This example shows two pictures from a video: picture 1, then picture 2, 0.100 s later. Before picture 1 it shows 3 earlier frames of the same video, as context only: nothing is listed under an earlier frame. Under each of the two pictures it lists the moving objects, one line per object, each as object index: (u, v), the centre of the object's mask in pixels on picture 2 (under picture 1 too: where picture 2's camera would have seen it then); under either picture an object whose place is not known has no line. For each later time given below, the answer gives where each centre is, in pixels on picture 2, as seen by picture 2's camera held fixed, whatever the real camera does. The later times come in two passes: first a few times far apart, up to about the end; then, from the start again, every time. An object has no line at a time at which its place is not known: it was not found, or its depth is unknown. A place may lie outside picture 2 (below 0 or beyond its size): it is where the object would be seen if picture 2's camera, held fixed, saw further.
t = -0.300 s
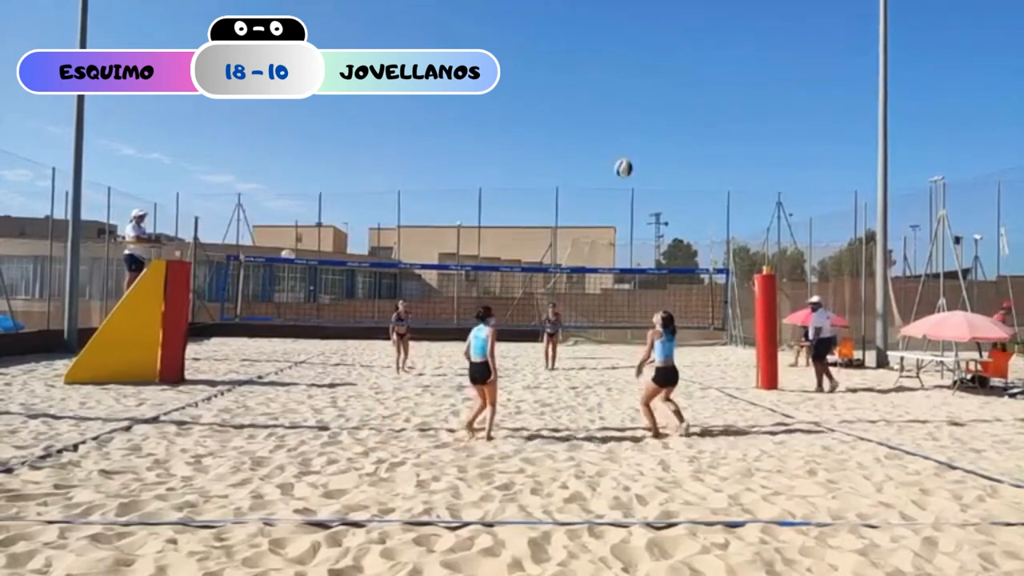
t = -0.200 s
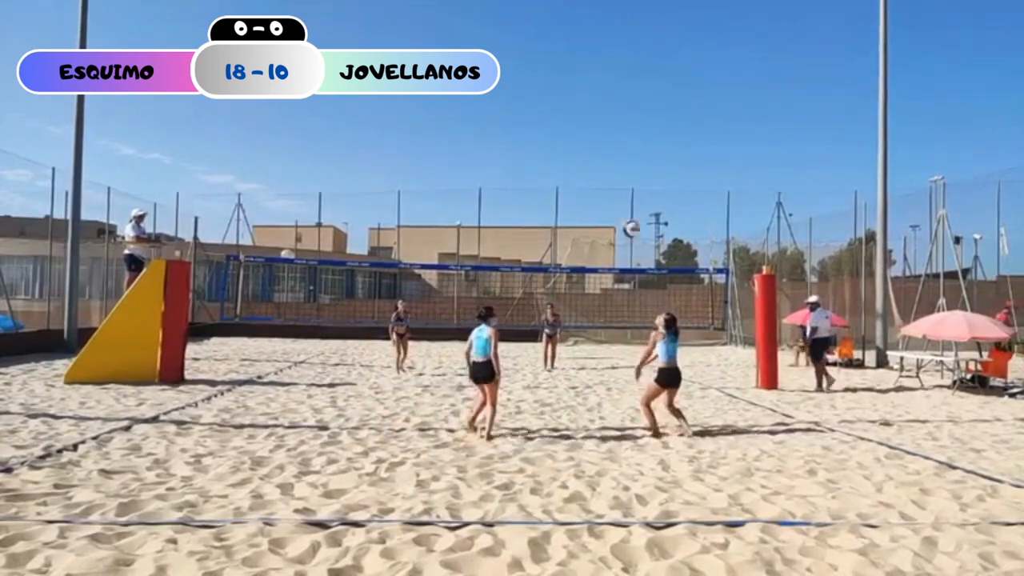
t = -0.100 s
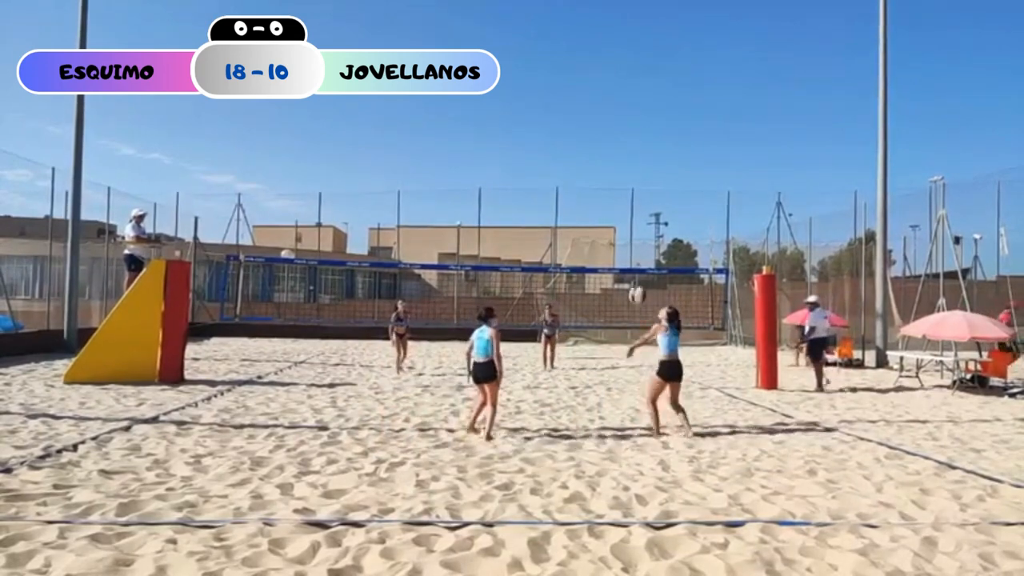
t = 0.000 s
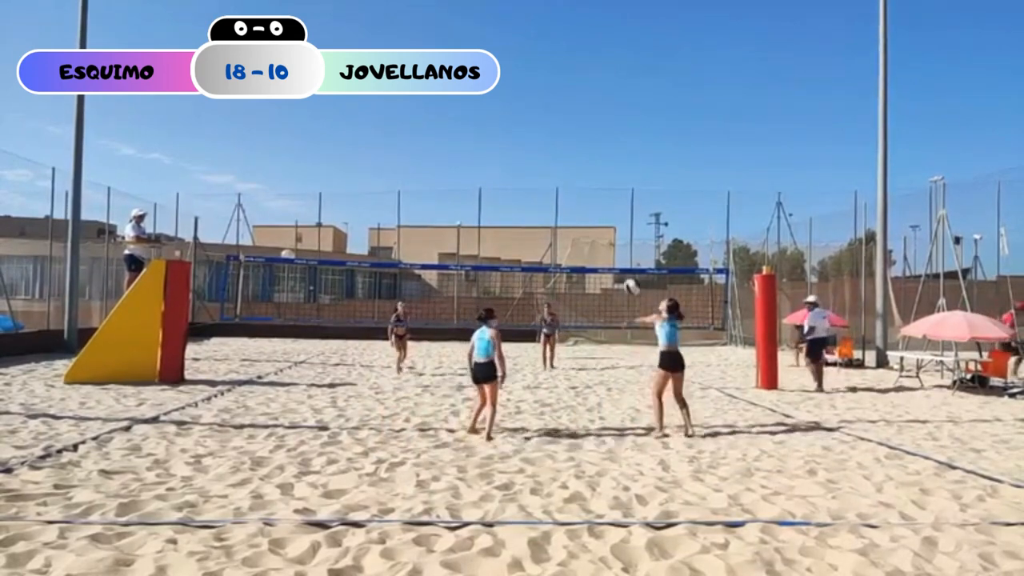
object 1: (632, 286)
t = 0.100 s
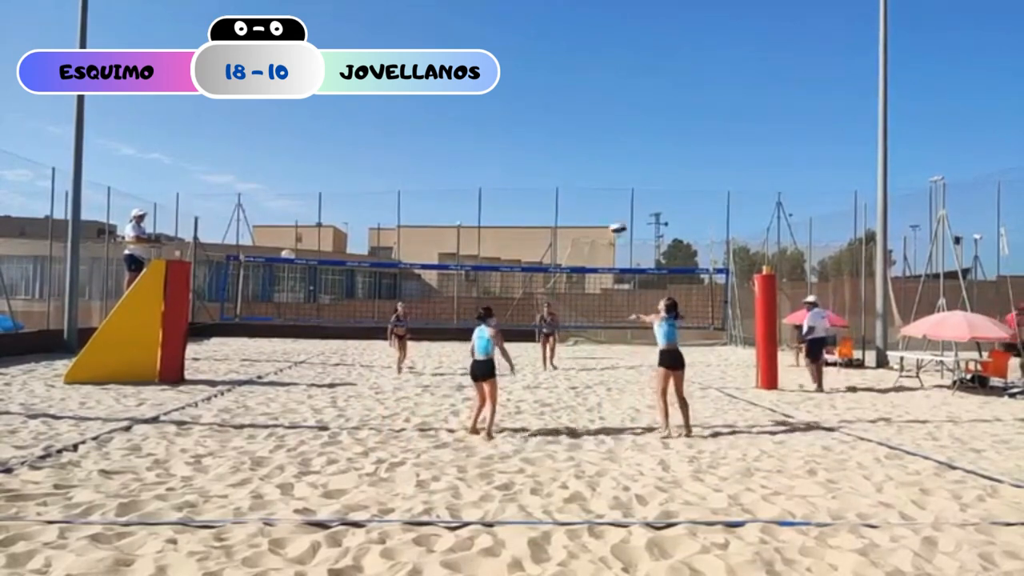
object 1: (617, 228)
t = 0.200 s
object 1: (604, 182)
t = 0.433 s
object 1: (575, 109)
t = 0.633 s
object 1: (553, 81)
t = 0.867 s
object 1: (528, 85)
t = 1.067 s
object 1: (509, 118)
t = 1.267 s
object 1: (492, 174)
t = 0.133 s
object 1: (613, 212)
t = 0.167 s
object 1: (608, 197)
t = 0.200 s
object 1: (604, 182)
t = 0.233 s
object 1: (600, 169)
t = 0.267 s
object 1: (595, 157)
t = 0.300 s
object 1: (591, 145)
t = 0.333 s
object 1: (587, 135)
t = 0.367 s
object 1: (583, 125)
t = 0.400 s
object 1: (579, 117)
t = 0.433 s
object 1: (575, 109)
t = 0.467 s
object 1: (571, 101)
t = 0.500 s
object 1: (568, 96)
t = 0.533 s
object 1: (564, 90)
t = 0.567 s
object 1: (560, 87)
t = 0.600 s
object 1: (556, 83)
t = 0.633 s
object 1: (553, 81)
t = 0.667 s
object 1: (549, 79)
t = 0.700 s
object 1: (545, 78)
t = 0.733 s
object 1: (542, 78)
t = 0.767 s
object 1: (539, 78)
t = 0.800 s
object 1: (535, 80)
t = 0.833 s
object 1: (531, 82)
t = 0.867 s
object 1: (528, 85)
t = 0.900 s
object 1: (525, 88)
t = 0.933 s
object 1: (522, 92)
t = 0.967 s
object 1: (519, 97)
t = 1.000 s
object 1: (516, 104)
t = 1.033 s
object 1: (512, 110)
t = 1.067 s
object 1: (509, 118)
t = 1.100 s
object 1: (506, 126)
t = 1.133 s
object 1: (503, 134)
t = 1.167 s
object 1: (500, 143)
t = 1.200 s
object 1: (498, 153)
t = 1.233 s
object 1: (495, 163)
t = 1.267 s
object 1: (492, 174)
